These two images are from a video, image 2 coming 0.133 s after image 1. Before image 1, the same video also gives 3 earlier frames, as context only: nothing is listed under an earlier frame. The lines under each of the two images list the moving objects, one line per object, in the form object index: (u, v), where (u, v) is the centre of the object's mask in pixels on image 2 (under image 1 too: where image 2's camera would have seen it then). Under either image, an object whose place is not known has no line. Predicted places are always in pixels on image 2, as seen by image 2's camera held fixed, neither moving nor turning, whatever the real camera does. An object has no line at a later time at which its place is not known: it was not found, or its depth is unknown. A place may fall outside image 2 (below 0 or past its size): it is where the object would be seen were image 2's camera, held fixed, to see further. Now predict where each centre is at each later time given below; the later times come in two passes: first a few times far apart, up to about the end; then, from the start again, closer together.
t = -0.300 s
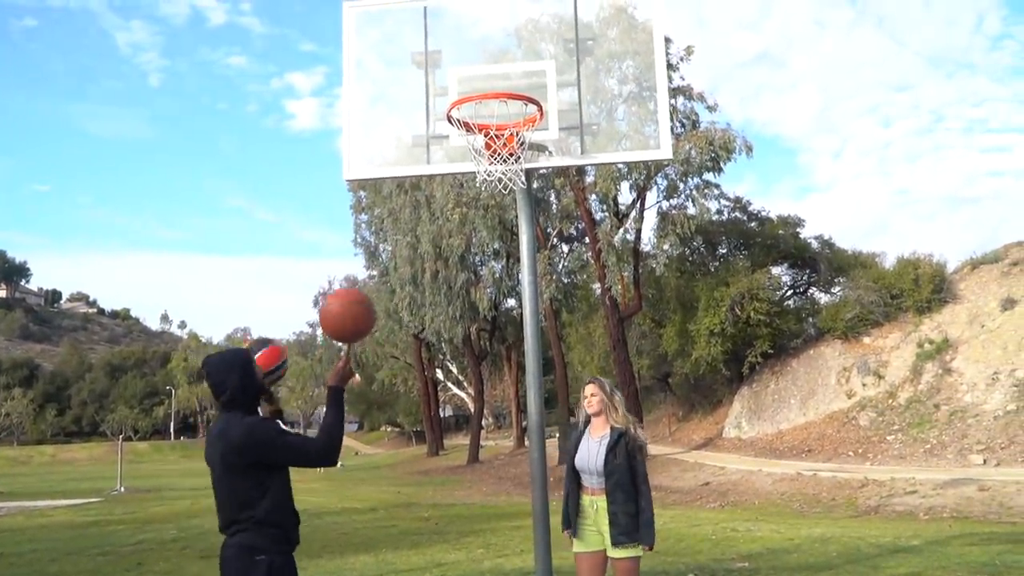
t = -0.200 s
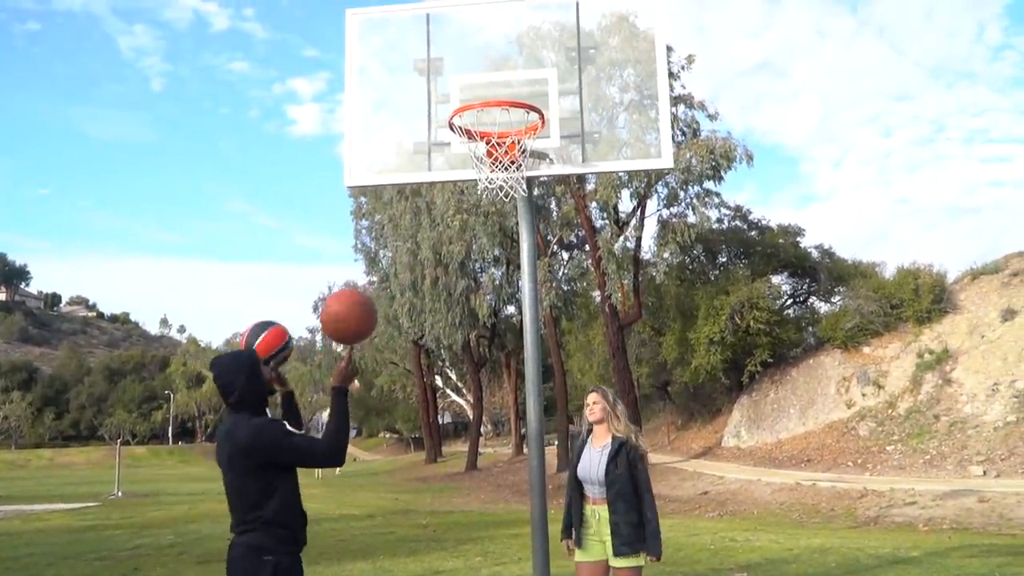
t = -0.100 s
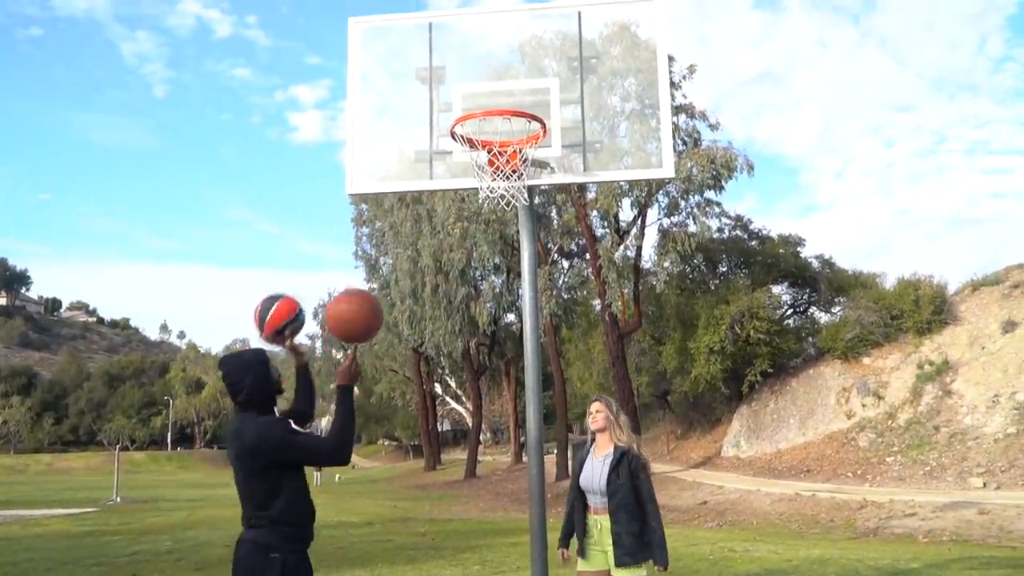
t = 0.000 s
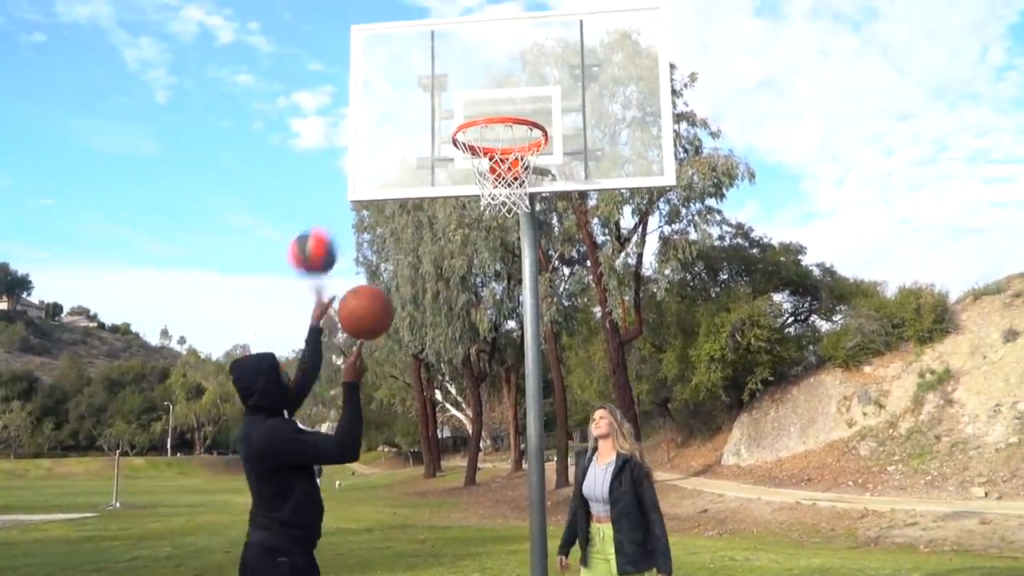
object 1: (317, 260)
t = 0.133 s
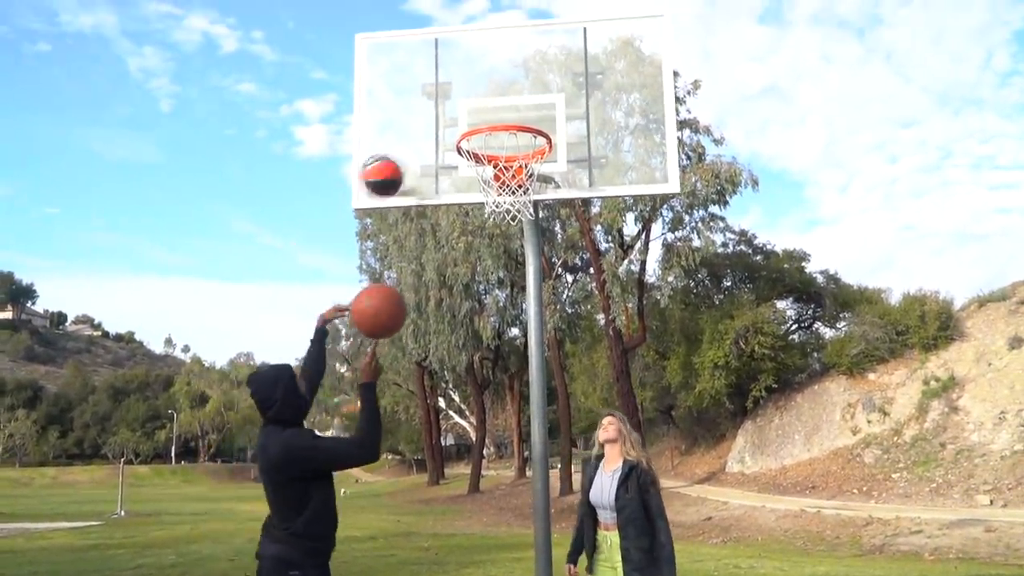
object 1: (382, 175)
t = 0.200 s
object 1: (411, 148)
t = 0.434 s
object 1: (453, 116)
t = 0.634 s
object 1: (461, 105)
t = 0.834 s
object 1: (463, 110)
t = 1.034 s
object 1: (465, 192)
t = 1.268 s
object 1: (469, 430)
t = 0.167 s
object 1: (397, 161)
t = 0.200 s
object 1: (411, 148)
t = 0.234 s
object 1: (423, 139)
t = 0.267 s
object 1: (428, 131)
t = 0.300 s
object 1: (433, 124)
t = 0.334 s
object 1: (438, 119)
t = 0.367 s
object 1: (443, 117)
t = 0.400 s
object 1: (448, 116)
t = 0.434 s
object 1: (453, 116)
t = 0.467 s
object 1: (457, 114)
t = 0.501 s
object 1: (458, 109)
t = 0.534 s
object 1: (458, 105)
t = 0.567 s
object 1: (459, 103)
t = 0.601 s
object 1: (460, 103)
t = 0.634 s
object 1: (461, 105)
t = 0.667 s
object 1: (462, 107)
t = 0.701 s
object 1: (462, 103)
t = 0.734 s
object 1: (462, 102)
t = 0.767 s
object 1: (463, 103)
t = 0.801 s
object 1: (463, 105)
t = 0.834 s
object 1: (463, 110)
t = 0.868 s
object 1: (463, 117)
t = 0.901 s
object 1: (463, 127)
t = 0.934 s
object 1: (464, 139)
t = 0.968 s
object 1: (464, 154)
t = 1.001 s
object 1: (464, 171)
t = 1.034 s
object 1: (465, 192)
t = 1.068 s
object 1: (466, 214)
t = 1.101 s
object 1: (466, 242)
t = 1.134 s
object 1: (466, 271)
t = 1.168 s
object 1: (467, 303)
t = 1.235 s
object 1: (469, 379)
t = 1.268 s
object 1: (469, 430)
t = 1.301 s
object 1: (471, 481)
